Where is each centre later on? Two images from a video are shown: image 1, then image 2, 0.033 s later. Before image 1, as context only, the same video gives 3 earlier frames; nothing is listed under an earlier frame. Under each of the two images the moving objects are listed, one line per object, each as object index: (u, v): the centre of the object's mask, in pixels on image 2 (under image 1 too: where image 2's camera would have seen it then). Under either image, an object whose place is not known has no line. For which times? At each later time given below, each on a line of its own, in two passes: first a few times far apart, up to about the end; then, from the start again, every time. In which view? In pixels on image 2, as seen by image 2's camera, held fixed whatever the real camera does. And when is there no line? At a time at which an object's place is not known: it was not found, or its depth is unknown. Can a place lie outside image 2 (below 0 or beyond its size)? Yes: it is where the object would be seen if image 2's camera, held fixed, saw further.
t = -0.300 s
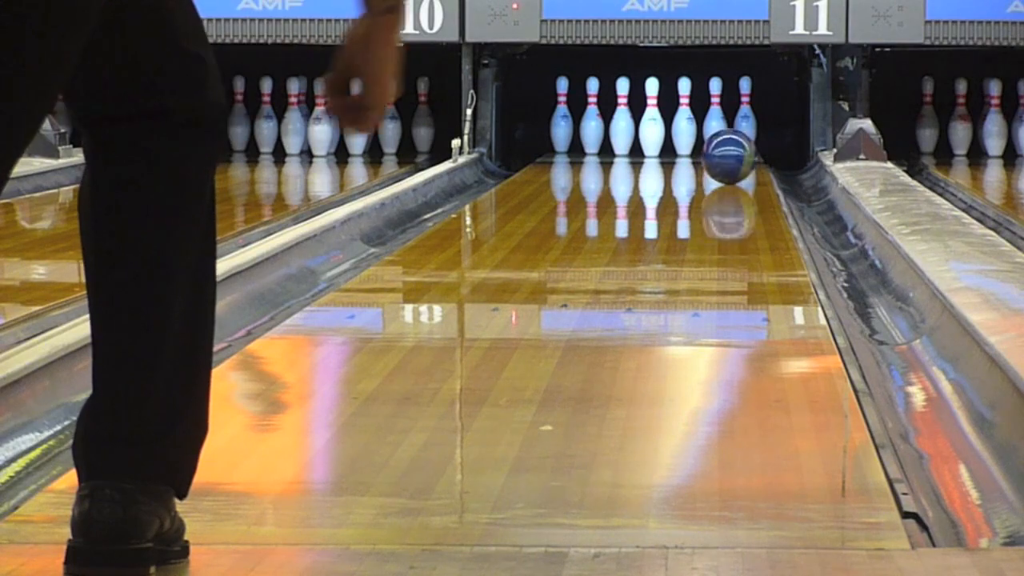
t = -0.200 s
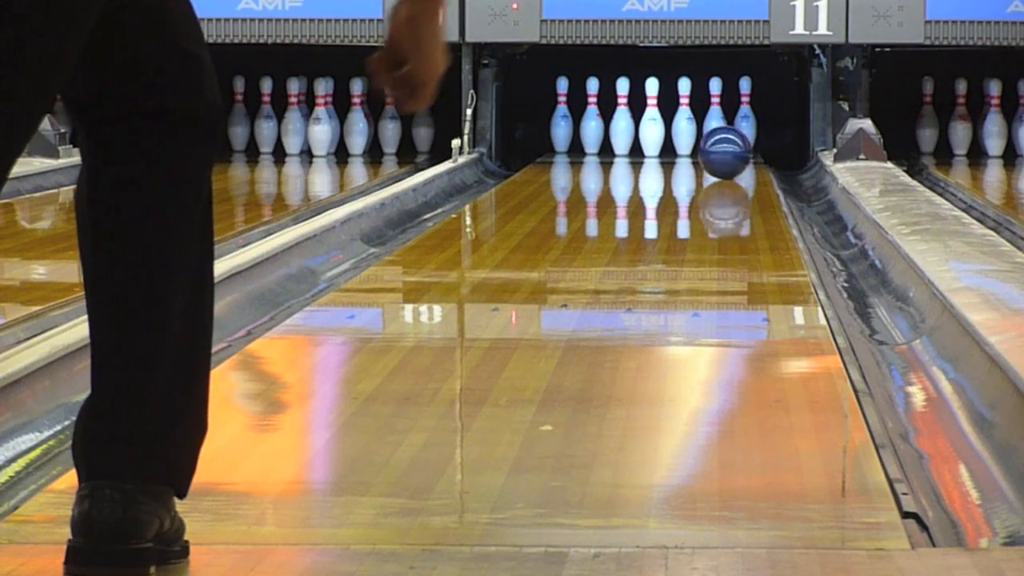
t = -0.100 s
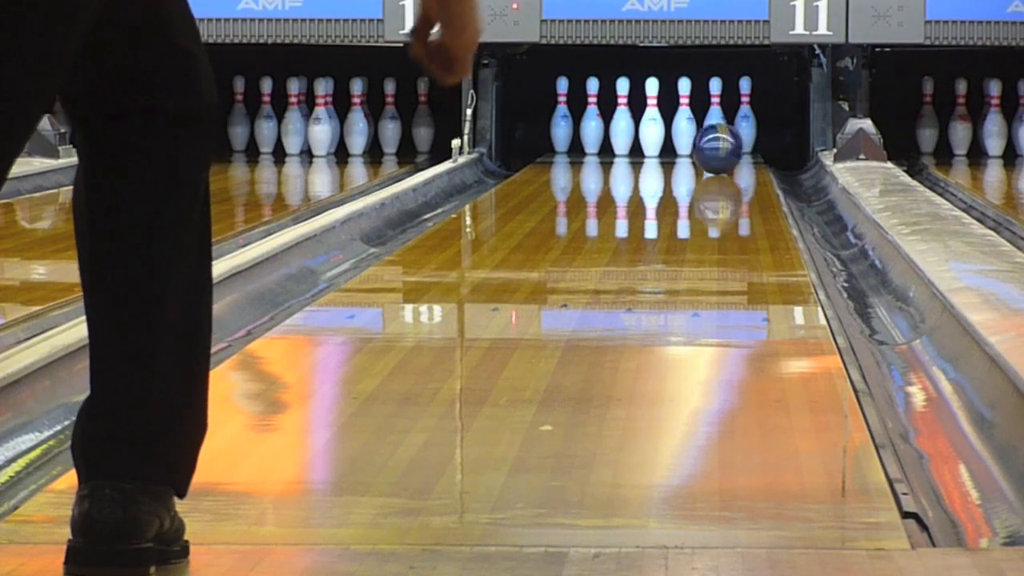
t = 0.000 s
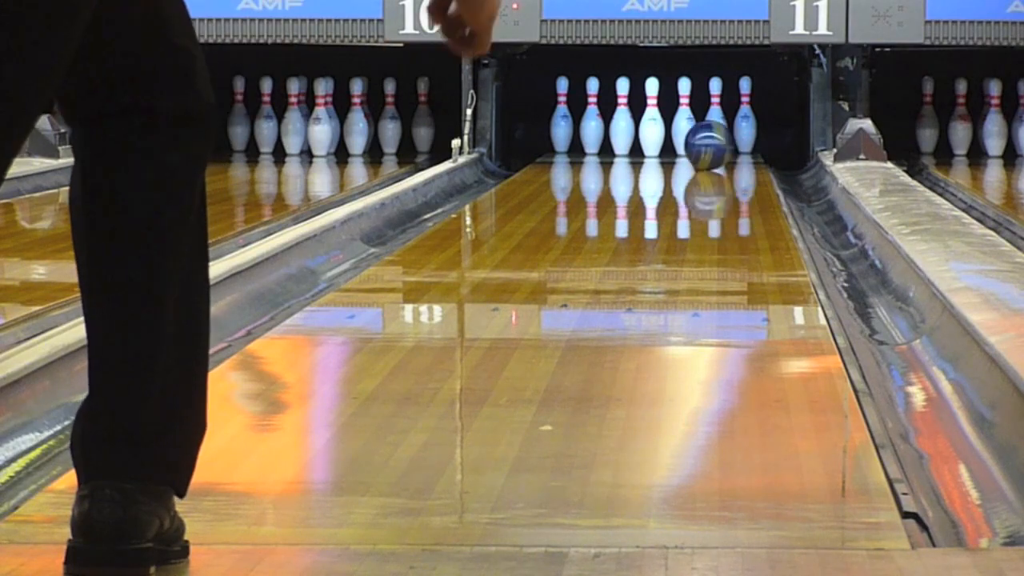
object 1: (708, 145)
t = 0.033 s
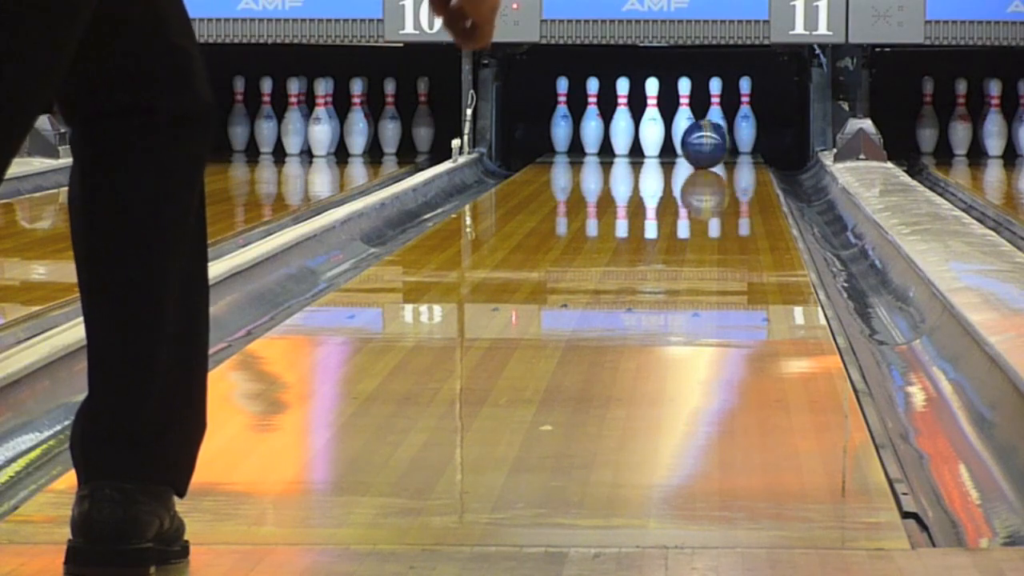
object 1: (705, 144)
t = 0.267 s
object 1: (672, 137)
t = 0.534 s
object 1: (631, 132)
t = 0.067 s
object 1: (701, 143)
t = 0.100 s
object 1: (696, 142)
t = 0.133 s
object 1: (691, 142)
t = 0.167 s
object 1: (687, 141)
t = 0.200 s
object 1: (683, 140)
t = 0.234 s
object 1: (675, 139)
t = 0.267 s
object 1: (672, 137)
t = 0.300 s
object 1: (666, 136)
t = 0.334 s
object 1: (661, 136)
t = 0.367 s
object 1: (657, 136)
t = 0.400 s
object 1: (655, 135)
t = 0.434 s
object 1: (652, 136)
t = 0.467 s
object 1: (647, 134)
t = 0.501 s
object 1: (641, 133)
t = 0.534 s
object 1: (631, 132)
